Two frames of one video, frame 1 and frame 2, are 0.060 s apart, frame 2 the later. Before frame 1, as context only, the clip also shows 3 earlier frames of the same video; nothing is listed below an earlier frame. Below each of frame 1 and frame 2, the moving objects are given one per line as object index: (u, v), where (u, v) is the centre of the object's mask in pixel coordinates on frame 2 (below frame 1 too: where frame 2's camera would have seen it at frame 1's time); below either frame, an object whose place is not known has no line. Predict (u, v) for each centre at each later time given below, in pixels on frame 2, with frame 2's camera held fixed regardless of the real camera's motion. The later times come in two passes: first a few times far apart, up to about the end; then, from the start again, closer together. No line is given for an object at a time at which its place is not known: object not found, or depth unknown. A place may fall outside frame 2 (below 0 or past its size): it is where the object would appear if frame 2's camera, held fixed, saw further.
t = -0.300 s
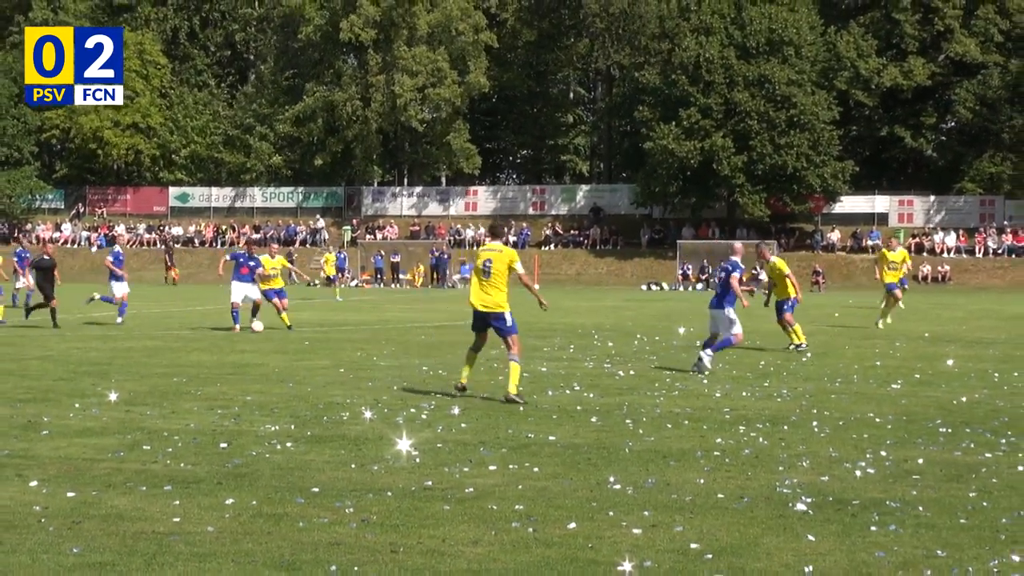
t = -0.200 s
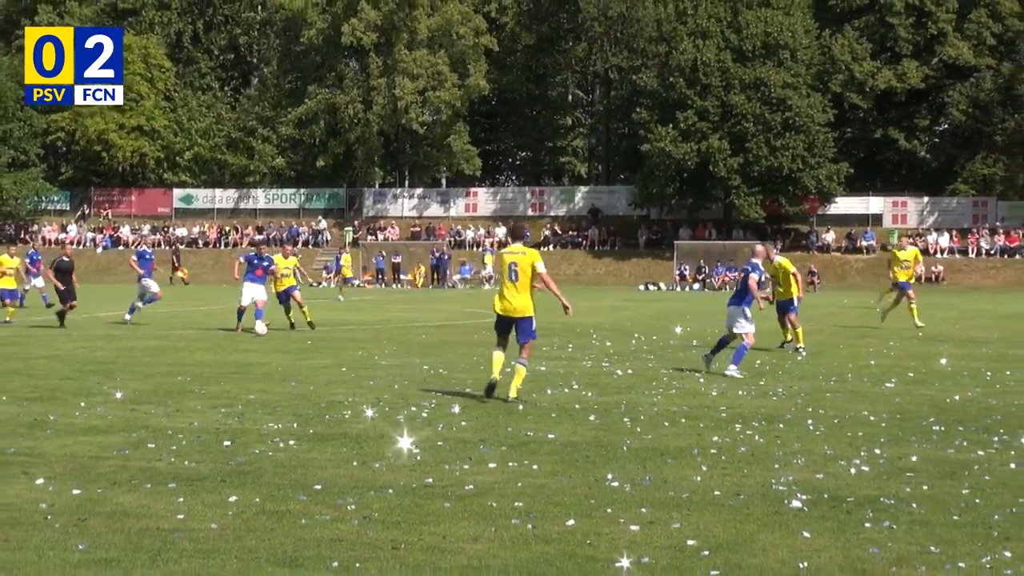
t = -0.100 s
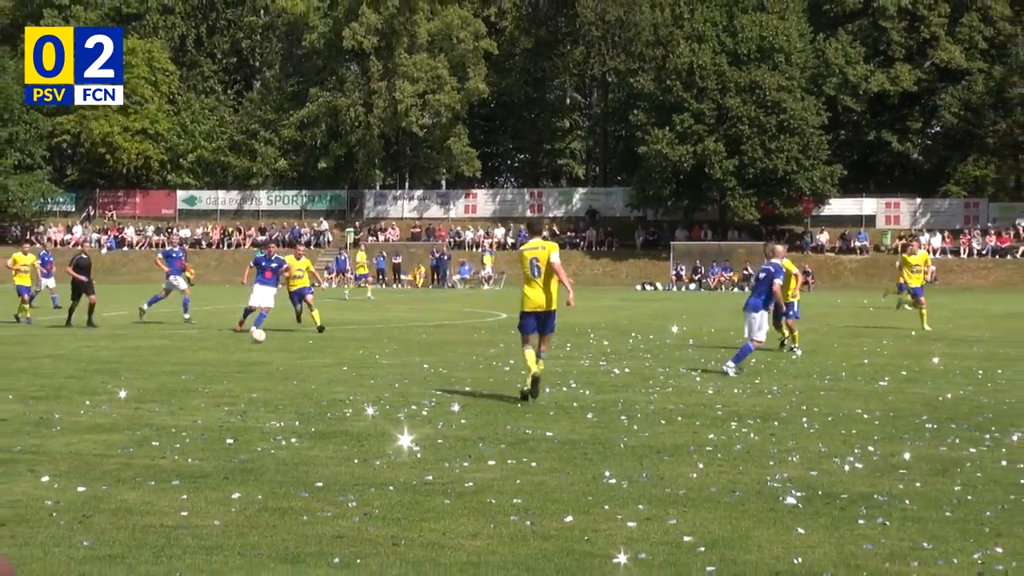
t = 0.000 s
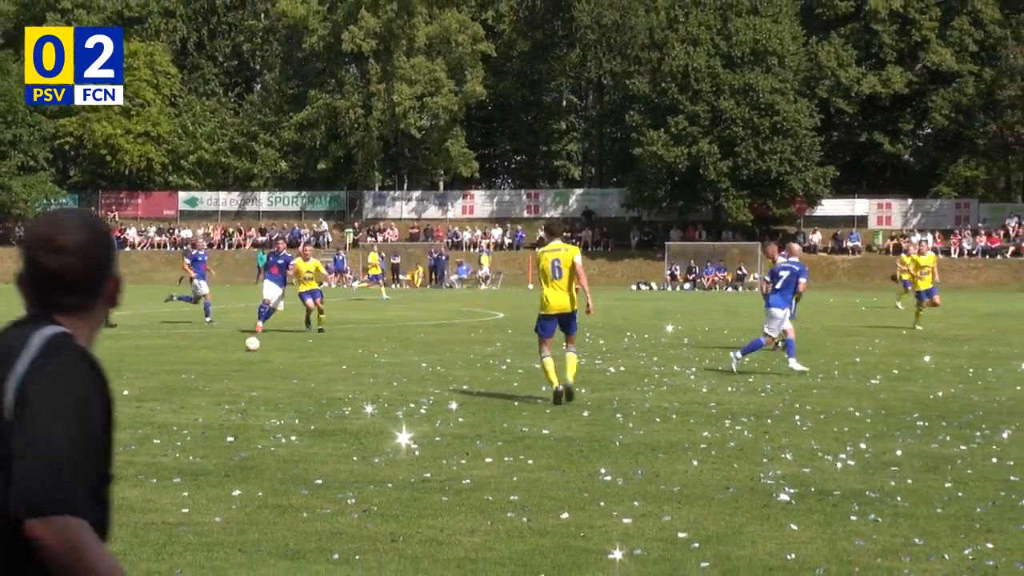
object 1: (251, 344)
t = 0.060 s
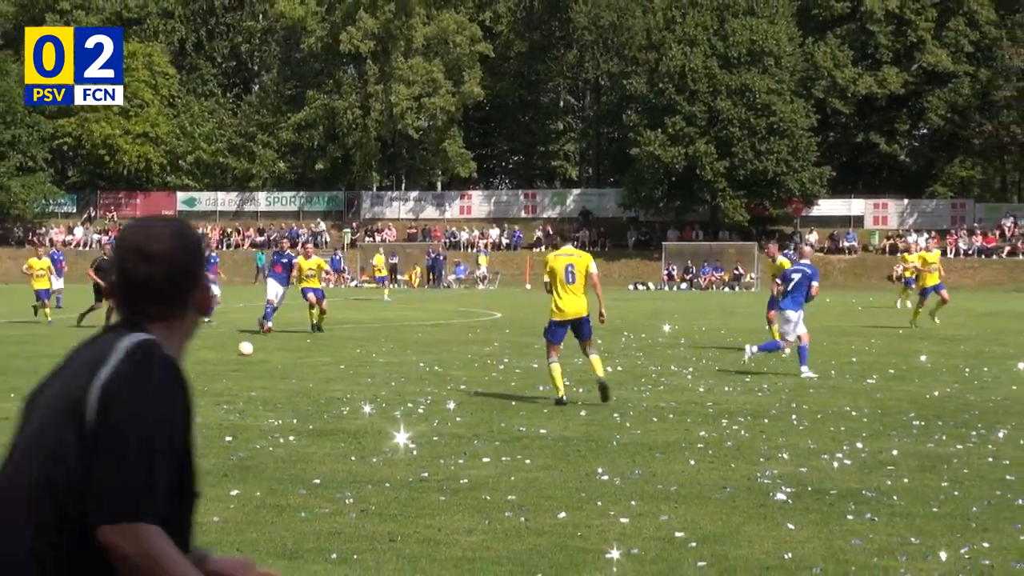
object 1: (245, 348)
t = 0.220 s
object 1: (229, 358)
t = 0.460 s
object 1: (200, 374)
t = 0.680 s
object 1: (170, 398)
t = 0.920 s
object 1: (134, 415)
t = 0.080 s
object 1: (244, 348)
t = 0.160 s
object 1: (238, 351)
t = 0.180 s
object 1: (233, 355)
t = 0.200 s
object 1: (231, 356)
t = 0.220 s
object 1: (229, 358)
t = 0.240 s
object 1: (226, 360)
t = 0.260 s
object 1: (224, 362)
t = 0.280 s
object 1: (222, 364)
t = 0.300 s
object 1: (220, 365)
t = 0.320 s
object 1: (218, 365)
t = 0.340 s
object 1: (215, 366)
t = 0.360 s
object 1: (213, 369)
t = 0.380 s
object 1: (211, 370)
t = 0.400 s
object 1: (208, 371)
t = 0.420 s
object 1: (205, 373)
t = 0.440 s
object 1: (203, 374)
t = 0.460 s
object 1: (200, 374)
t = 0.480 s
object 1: (198, 374)
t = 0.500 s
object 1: (196, 375)
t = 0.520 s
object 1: (193, 377)
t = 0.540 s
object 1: (190, 379)
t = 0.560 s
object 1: (187, 382)
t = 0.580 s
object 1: (184, 385)
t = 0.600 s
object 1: (180, 389)
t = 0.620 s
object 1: (177, 393)
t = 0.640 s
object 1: (175, 395)
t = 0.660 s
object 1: (172, 397)
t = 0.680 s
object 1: (170, 398)
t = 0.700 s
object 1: (167, 400)
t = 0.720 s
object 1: (165, 401)
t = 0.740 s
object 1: (162, 402)
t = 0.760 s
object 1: (159, 404)
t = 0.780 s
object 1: (157, 406)
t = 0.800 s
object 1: (154, 409)
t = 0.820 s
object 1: (150, 410)
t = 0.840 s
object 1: (147, 411)
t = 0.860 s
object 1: (145, 411)
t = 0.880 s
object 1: (141, 412)
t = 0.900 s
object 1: (137, 413)
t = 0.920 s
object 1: (134, 415)
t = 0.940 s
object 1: (130, 417)
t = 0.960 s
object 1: (127, 420)
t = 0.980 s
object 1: (122, 424)
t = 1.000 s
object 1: (118, 426)
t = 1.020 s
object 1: (114, 426)
